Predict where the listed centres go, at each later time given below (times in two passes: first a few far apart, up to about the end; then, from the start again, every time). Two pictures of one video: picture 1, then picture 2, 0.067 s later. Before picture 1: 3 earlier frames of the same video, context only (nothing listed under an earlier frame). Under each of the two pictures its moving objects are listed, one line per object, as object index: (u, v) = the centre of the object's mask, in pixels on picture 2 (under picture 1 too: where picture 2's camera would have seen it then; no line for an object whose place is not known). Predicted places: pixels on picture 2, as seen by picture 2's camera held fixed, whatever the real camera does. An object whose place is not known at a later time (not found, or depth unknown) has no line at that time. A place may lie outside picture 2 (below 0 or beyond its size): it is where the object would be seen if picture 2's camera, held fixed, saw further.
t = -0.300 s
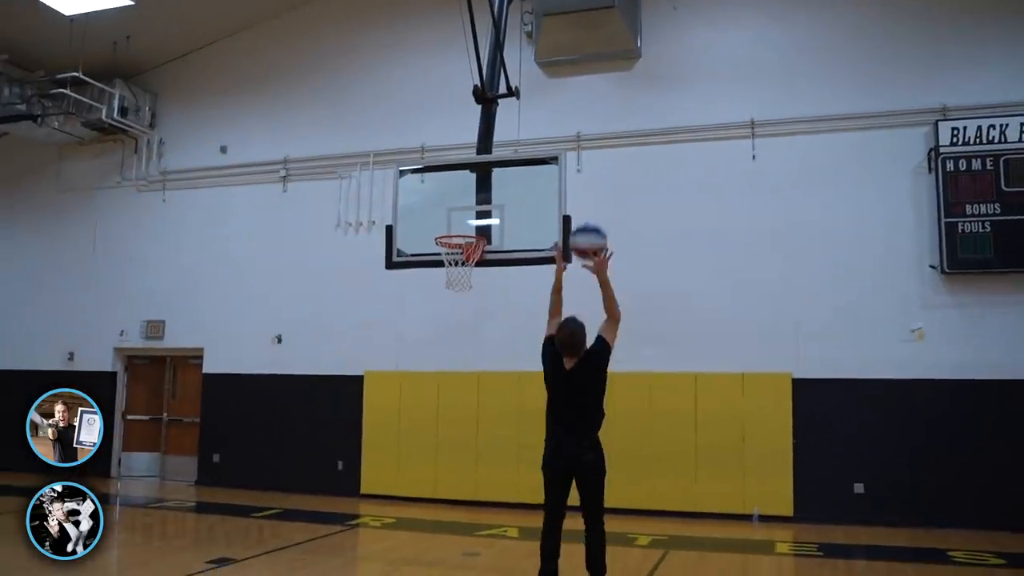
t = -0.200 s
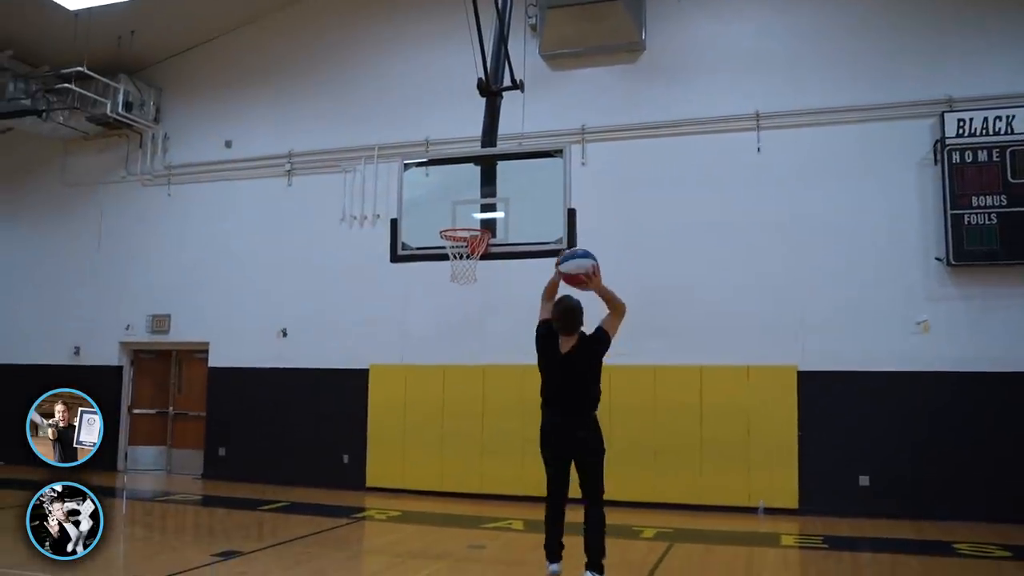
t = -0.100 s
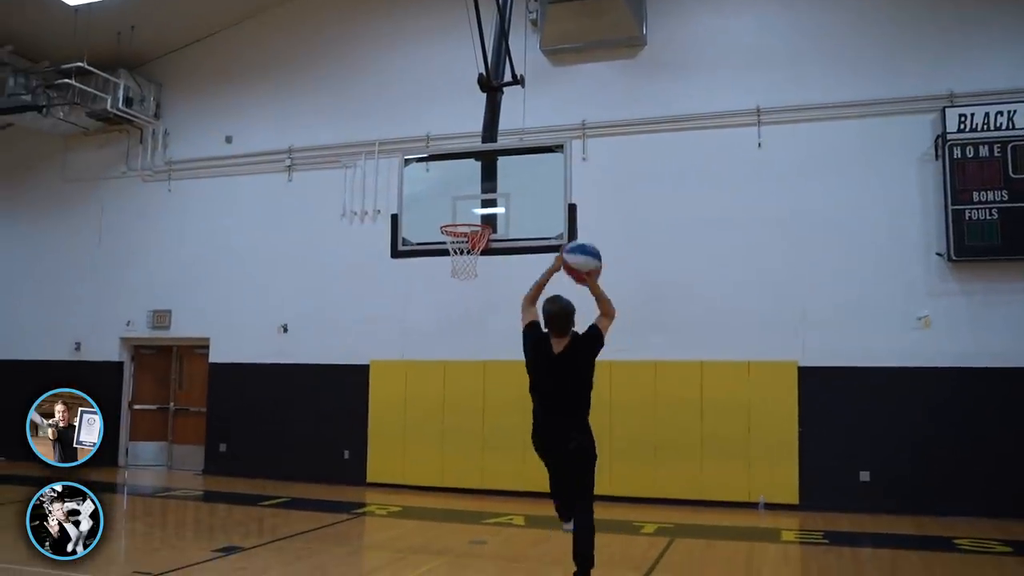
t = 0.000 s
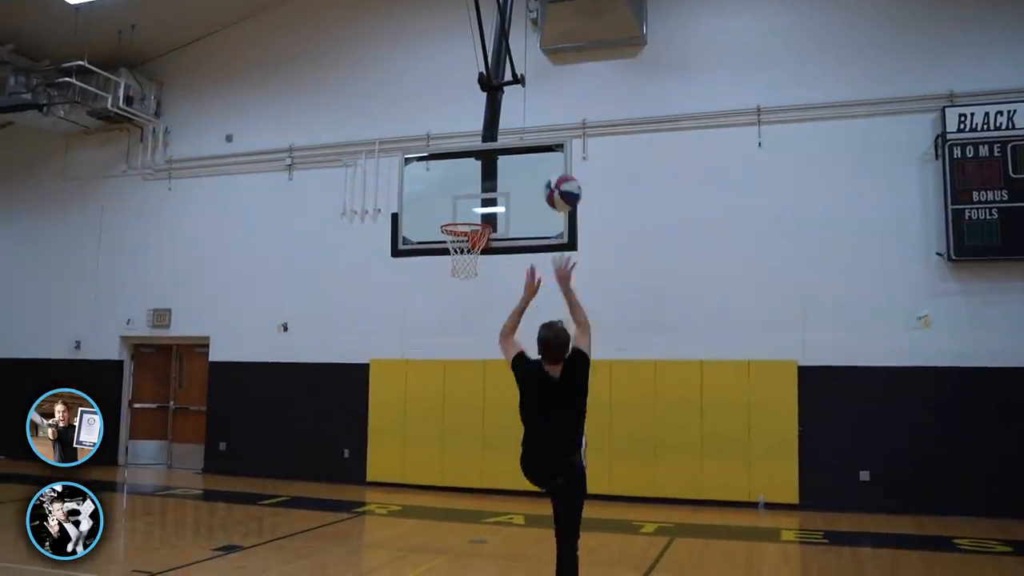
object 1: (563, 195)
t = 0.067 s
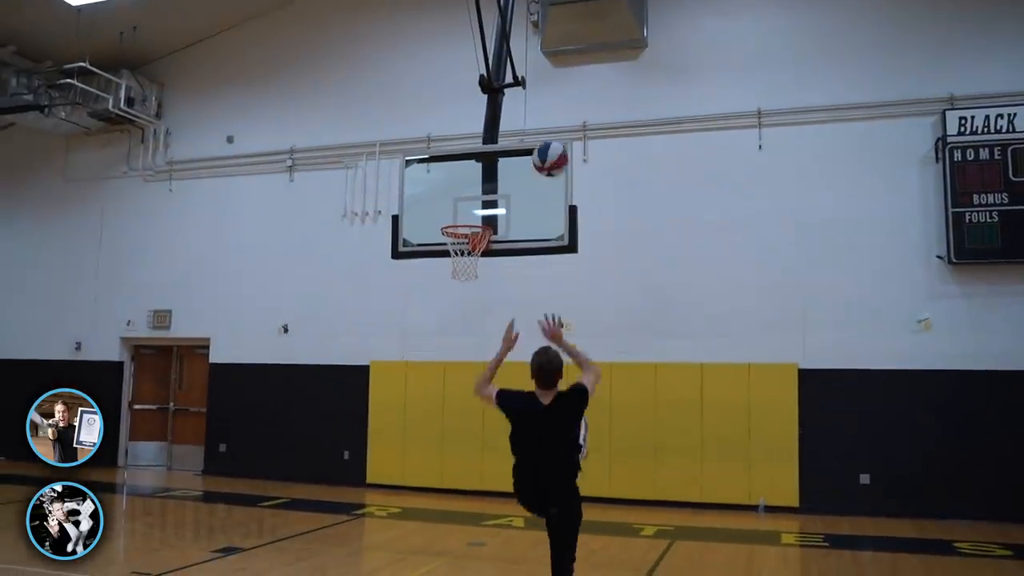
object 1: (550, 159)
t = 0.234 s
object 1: (523, 109)
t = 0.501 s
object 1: (488, 109)
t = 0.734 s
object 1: (462, 168)
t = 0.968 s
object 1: (431, 238)
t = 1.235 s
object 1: (376, 303)
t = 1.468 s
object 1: (318, 430)
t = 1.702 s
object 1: (258, 501)
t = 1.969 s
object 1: (210, 363)
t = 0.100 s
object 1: (545, 145)
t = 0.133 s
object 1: (539, 133)
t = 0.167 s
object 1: (533, 123)
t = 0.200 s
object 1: (528, 117)
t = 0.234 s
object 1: (523, 109)
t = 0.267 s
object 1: (518, 104)
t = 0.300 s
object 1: (513, 101)
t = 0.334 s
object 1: (509, 98)
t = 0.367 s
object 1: (504, 98)
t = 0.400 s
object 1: (500, 99)
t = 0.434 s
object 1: (496, 102)
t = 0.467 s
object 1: (491, 105)
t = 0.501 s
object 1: (488, 109)
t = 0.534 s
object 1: (483, 114)
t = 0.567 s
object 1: (480, 122)
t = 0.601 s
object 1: (477, 129)
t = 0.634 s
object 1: (472, 139)
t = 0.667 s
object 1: (469, 150)
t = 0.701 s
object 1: (466, 158)
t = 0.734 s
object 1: (462, 168)
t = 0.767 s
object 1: (458, 181)
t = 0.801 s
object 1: (455, 194)
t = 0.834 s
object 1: (451, 207)
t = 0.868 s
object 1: (448, 220)
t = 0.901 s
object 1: (441, 229)
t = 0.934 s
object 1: (437, 237)
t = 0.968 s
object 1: (431, 238)
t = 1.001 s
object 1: (426, 243)
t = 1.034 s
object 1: (420, 248)
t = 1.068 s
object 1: (413, 254)
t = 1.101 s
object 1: (406, 262)
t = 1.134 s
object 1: (399, 271)
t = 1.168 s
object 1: (391, 280)
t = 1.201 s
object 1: (384, 291)
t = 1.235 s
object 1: (376, 303)
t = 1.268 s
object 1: (369, 317)
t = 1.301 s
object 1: (360, 332)
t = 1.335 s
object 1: (352, 349)
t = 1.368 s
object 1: (344, 368)
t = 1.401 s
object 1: (335, 385)
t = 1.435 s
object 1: (327, 407)
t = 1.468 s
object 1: (318, 430)
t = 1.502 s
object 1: (308, 454)
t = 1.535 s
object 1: (298, 479)
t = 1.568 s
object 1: (288, 508)
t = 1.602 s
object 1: (276, 538)
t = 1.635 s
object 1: (267, 551)
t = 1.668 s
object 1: (263, 525)
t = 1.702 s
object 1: (258, 501)
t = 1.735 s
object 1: (252, 478)
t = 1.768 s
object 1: (249, 458)
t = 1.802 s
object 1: (242, 439)
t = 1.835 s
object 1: (235, 422)
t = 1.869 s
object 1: (228, 405)
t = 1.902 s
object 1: (223, 389)
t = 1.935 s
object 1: (217, 375)
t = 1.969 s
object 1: (210, 363)
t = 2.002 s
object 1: (204, 350)
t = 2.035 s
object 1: (202, 340)
